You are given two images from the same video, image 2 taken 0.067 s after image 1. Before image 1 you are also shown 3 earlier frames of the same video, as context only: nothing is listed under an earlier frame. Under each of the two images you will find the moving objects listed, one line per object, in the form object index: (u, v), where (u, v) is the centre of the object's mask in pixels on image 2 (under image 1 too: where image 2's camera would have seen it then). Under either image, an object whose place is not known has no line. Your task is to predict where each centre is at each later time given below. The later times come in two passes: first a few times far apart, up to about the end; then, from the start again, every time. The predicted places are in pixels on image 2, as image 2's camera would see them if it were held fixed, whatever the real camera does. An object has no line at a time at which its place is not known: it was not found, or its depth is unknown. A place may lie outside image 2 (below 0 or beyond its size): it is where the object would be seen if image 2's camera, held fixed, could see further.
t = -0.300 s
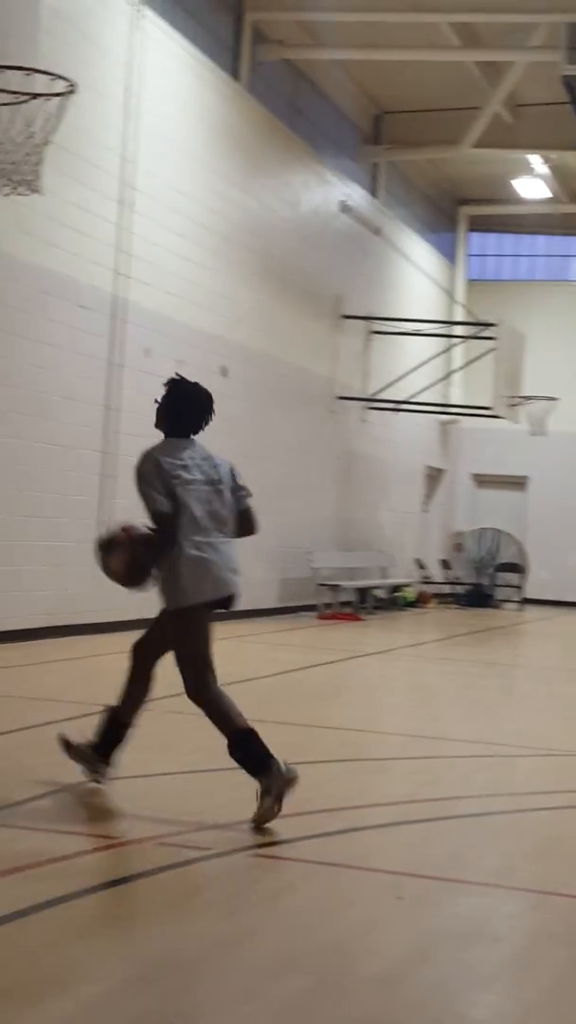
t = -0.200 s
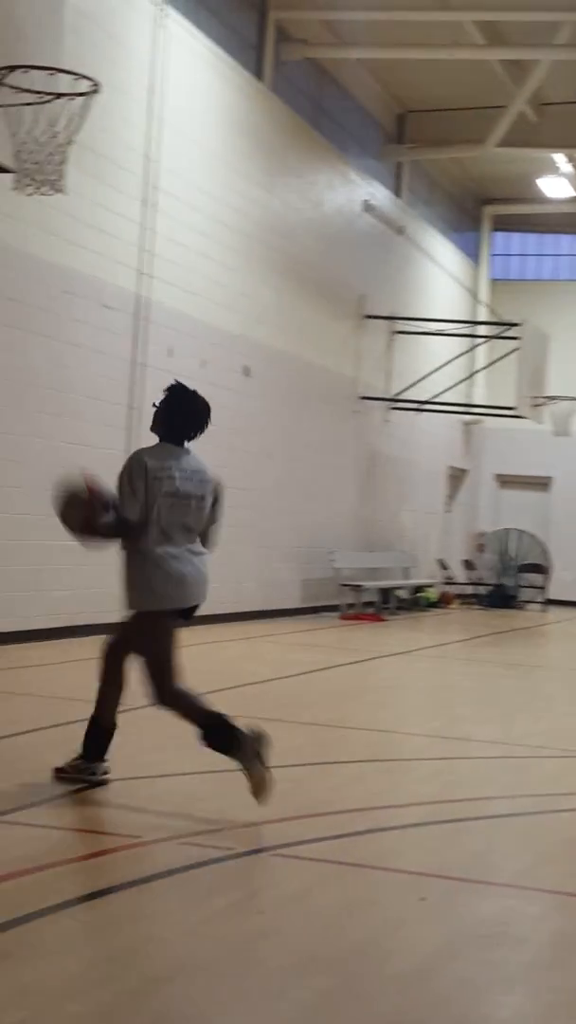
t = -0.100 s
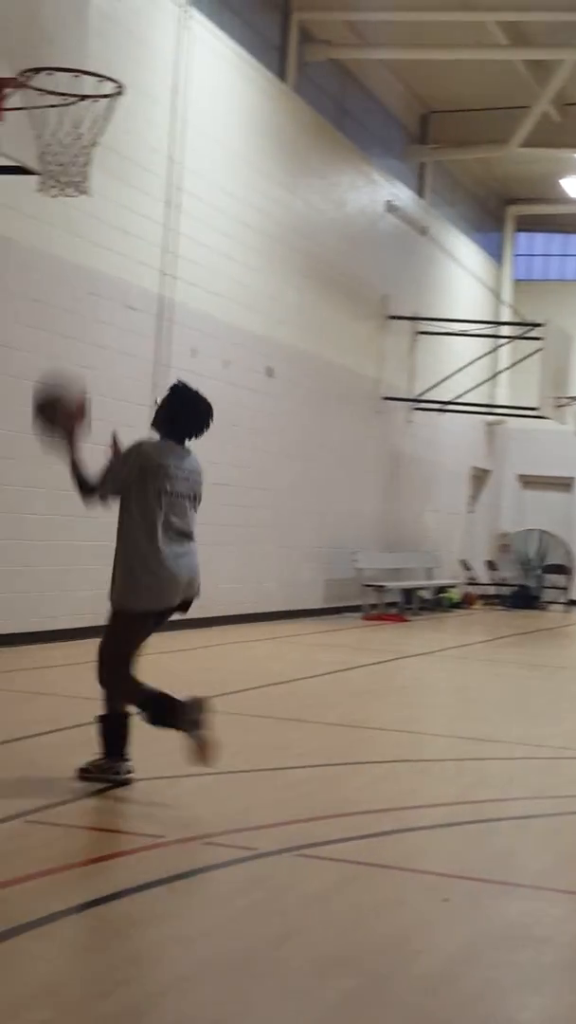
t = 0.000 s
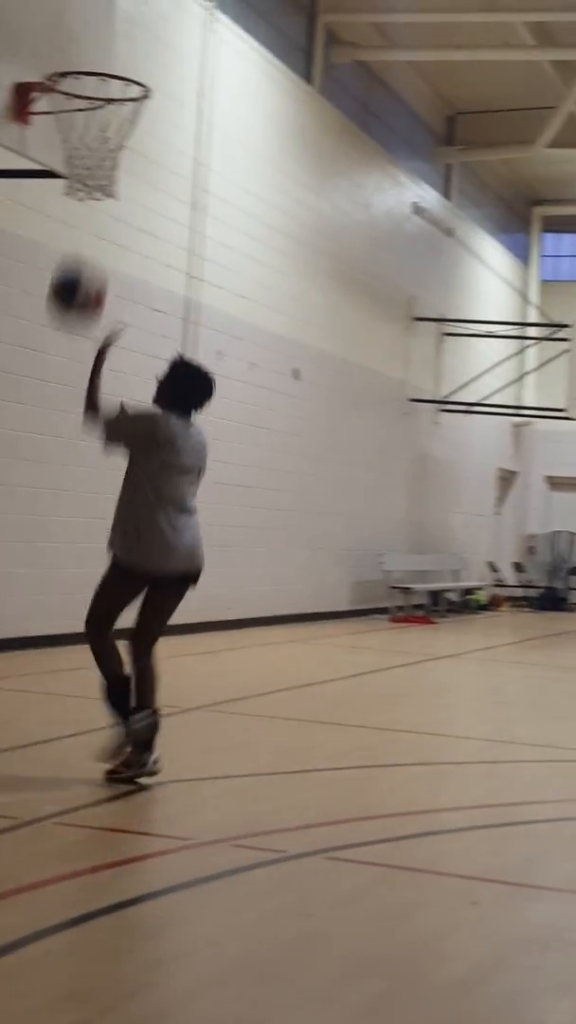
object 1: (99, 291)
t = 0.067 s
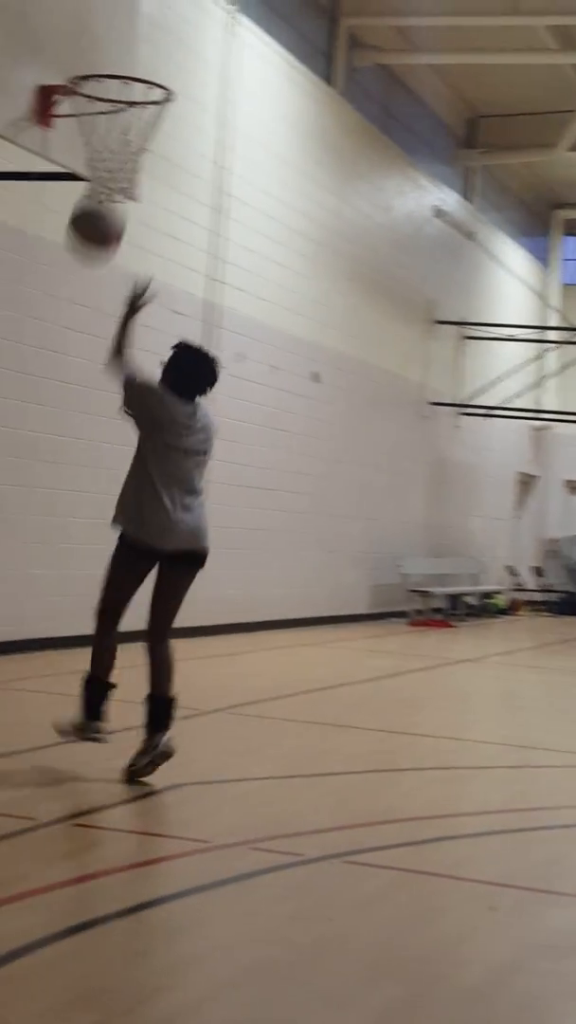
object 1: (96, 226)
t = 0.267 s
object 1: (85, 88)
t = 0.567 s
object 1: (56, 54)
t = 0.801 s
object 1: (25, 157)
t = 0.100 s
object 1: (93, 197)
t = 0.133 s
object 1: (93, 168)
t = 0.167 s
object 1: (91, 145)
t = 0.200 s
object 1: (88, 123)
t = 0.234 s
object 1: (87, 103)
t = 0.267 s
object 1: (85, 88)
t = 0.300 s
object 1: (82, 74)
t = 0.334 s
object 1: (80, 64)
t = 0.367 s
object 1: (77, 55)
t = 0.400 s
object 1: (74, 50)
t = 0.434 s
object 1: (71, 46)
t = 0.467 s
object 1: (67, 45)
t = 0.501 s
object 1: (64, 45)
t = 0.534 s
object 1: (60, 48)
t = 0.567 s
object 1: (56, 54)
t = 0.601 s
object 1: (51, 63)
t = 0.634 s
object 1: (48, 74)
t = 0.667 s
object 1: (44, 87)
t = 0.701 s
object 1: (39, 102)
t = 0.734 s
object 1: (34, 119)
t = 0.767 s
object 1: (29, 139)
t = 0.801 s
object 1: (25, 157)
